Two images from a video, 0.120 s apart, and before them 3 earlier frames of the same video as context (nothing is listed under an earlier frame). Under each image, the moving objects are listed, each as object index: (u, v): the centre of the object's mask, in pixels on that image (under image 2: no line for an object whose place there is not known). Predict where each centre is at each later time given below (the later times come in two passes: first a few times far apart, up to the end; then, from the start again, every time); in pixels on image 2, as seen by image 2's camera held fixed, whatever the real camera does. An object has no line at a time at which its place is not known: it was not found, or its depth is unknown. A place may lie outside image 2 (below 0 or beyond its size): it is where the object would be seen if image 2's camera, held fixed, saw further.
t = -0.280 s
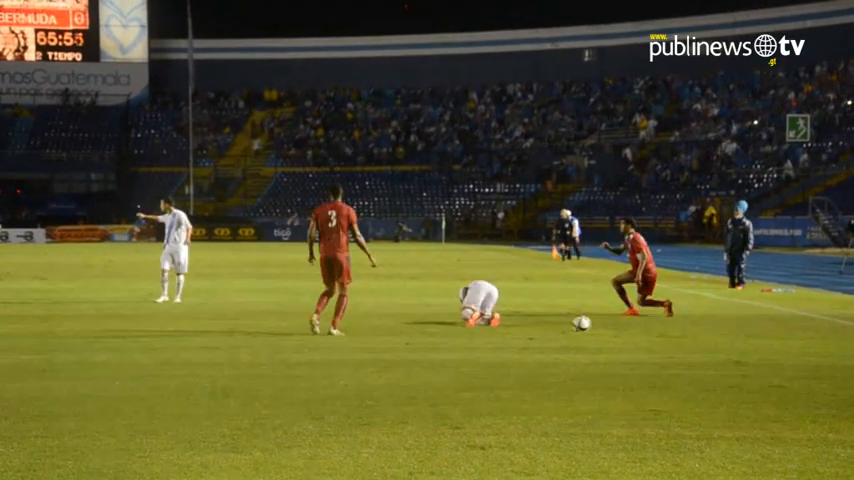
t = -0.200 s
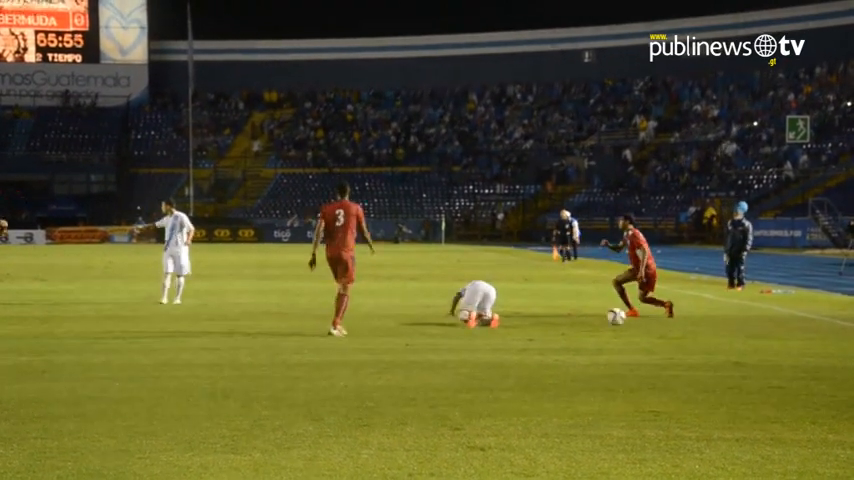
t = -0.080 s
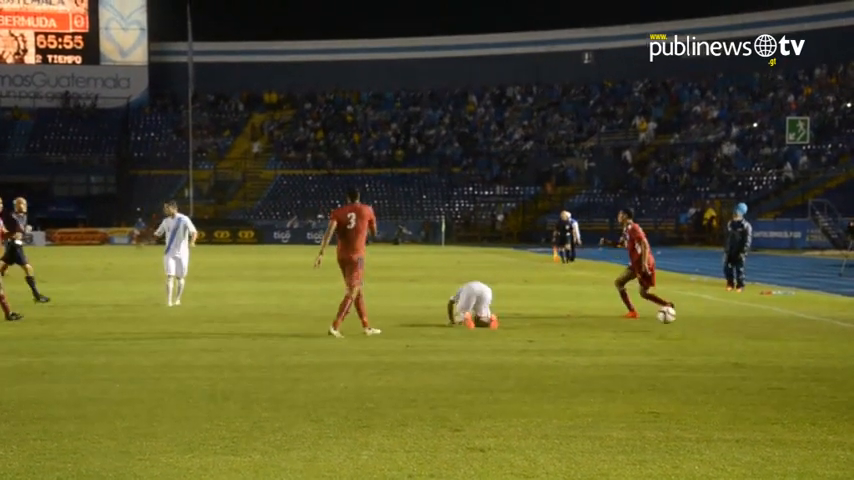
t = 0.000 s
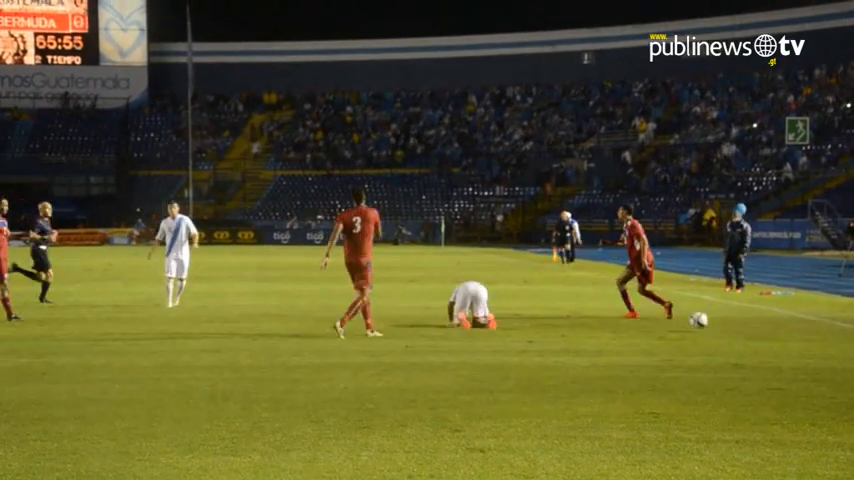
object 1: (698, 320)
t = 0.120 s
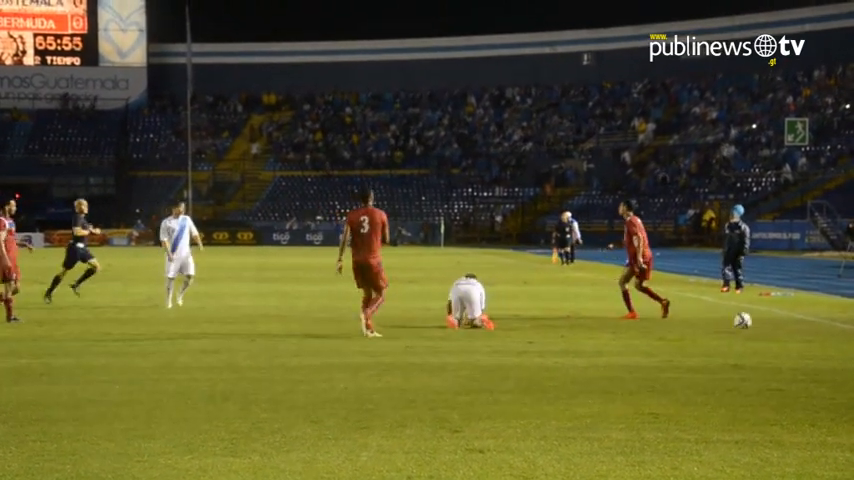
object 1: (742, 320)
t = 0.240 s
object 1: (782, 320)
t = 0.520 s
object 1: (860, 323)
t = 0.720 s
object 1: (903, 323)
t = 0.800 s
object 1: (916, 323)
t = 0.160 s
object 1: (755, 319)
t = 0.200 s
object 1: (769, 320)
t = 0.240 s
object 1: (782, 320)
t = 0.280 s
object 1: (796, 323)
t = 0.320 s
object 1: (807, 324)
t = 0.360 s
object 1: (819, 321)
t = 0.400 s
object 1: (829, 320)
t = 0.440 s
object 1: (840, 321)
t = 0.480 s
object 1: (850, 322)
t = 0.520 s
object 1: (860, 323)
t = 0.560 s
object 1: (868, 322)
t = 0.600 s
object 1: (877, 322)
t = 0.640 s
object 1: (885, 323)
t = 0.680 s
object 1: (895, 323)
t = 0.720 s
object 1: (903, 323)
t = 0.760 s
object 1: (910, 322)
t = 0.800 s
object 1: (916, 323)
